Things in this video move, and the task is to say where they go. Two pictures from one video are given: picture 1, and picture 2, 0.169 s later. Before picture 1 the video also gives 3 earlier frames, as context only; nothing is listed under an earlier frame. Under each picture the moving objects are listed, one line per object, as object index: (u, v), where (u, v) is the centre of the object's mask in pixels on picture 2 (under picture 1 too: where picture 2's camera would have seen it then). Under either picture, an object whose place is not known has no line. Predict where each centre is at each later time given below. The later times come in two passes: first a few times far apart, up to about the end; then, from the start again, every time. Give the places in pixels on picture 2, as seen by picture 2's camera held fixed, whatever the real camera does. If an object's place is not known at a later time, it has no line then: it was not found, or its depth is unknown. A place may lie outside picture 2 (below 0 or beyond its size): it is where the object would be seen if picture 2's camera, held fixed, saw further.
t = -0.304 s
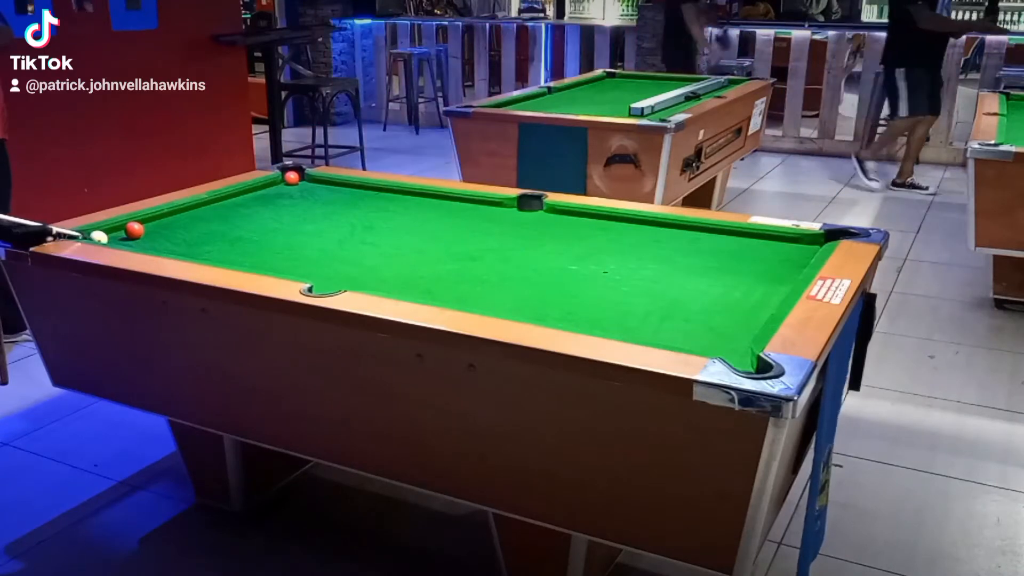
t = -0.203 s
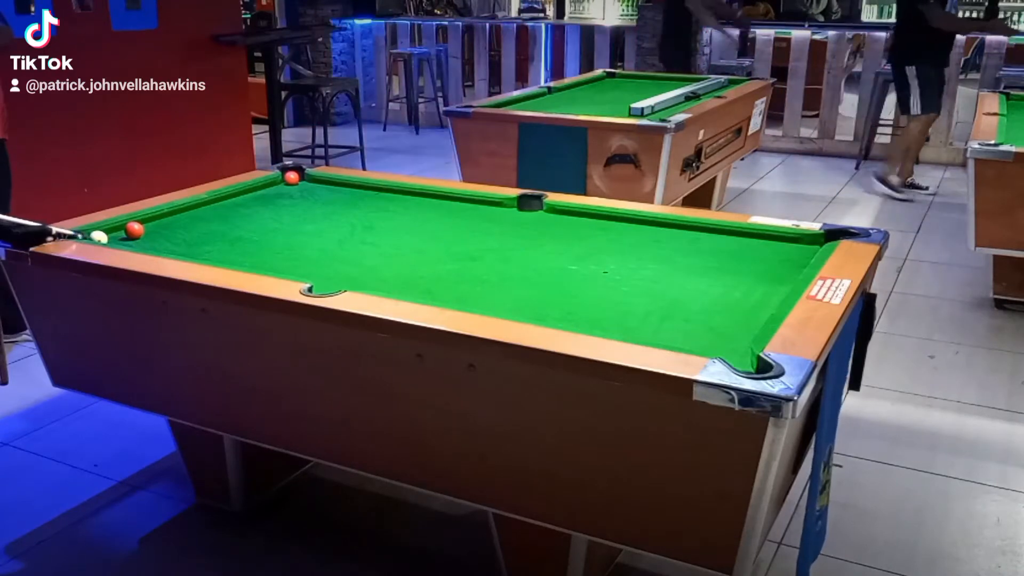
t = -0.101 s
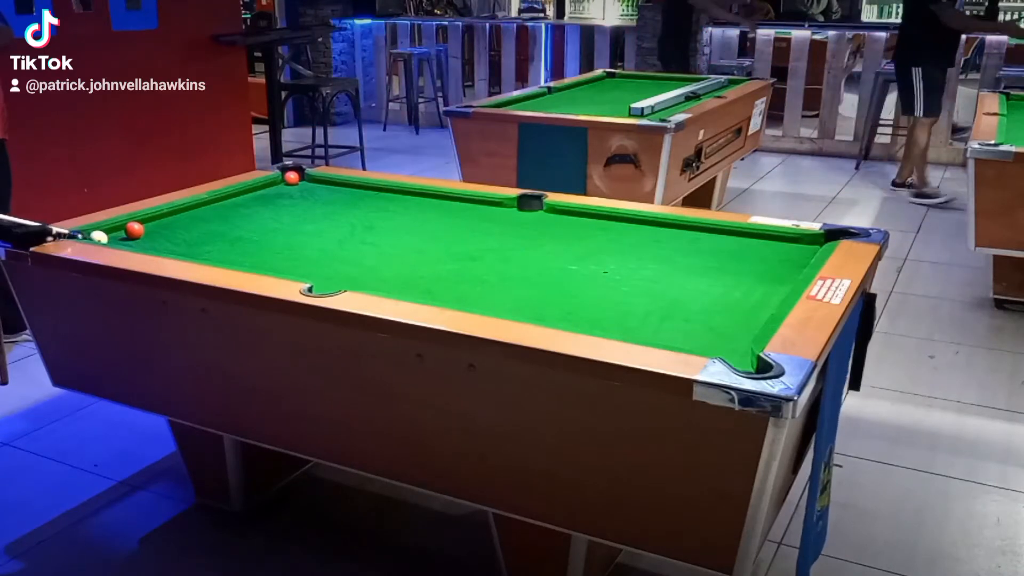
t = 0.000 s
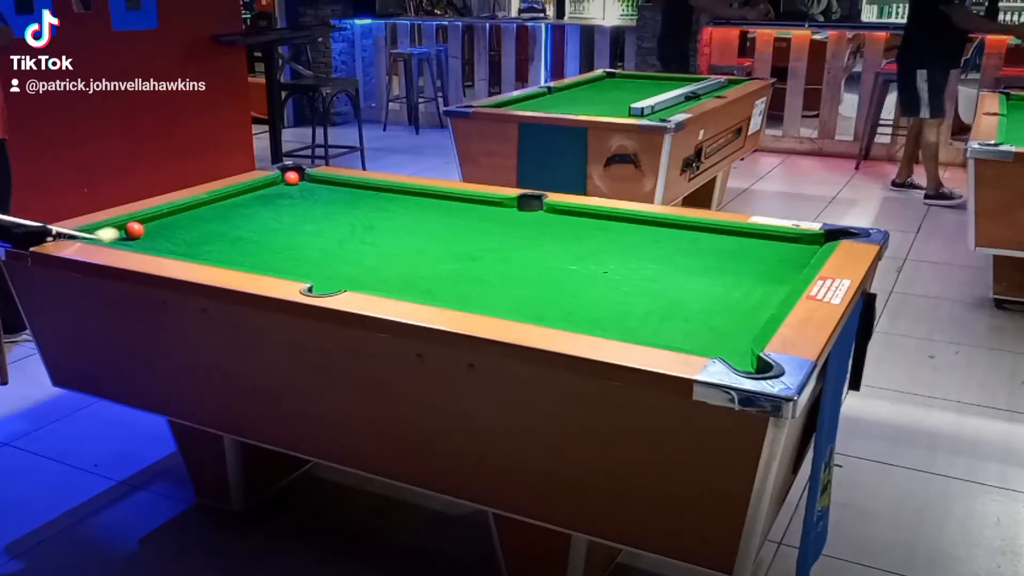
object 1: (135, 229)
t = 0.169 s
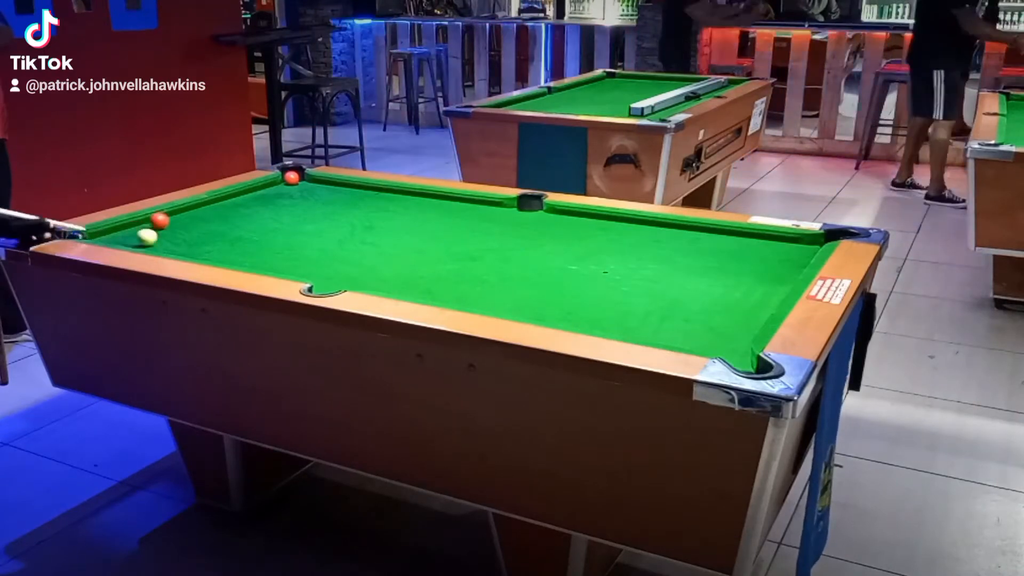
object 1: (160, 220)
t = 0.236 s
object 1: (170, 216)
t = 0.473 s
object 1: (202, 204)
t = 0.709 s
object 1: (230, 194)
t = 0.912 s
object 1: (254, 188)
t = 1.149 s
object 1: (278, 182)
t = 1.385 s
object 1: (294, 180)
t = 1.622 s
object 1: (306, 179)
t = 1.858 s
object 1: (313, 178)
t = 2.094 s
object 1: (314, 179)
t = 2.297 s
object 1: (315, 179)
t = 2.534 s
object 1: (315, 179)
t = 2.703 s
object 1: (315, 179)
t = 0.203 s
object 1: (165, 218)
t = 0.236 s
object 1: (170, 216)
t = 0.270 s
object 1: (175, 214)
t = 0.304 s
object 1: (179, 213)
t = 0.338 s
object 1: (184, 211)
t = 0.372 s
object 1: (189, 209)
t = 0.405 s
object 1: (193, 207)
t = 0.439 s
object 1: (198, 206)
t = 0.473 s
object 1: (202, 204)
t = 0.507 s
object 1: (206, 203)
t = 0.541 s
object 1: (210, 201)
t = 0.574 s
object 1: (214, 200)
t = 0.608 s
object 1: (218, 198)
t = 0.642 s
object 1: (222, 197)
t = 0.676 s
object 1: (226, 196)
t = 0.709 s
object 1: (230, 194)
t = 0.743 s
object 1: (234, 193)
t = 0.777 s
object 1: (238, 192)
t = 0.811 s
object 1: (242, 191)
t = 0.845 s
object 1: (246, 190)
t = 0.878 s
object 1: (250, 189)
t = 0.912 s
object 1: (254, 188)
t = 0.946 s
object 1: (257, 187)
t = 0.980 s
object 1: (261, 186)
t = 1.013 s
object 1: (265, 186)
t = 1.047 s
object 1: (268, 185)
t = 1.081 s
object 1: (272, 184)
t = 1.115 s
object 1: (275, 183)
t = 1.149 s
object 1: (278, 182)
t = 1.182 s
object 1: (281, 182)
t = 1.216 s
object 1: (284, 182)
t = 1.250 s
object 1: (287, 182)
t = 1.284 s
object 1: (288, 181)
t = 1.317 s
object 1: (291, 181)
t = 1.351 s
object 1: (293, 181)
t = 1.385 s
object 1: (294, 180)
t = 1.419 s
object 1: (296, 181)
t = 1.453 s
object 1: (298, 180)
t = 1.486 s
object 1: (299, 180)
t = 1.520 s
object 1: (301, 180)
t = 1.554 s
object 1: (302, 180)
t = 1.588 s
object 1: (304, 180)
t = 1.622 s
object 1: (306, 179)
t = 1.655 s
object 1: (307, 179)
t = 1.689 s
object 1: (308, 179)
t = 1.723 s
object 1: (309, 179)
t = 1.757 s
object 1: (311, 179)
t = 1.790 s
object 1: (312, 179)
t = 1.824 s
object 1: (313, 178)
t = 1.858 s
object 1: (313, 178)
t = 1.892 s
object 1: (314, 178)
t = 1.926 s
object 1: (314, 178)
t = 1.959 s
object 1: (314, 178)
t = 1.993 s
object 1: (314, 178)
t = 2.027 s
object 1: (314, 178)
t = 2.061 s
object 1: (314, 179)
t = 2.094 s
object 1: (314, 179)
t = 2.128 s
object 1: (314, 179)
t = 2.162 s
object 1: (314, 179)
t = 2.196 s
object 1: (314, 179)
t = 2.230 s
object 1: (314, 179)
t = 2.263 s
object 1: (315, 179)
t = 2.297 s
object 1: (315, 179)
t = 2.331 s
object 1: (315, 179)
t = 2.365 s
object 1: (314, 179)
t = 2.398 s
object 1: (315, 179)
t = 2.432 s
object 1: (314, 179)
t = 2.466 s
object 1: (315, 179)
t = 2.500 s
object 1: (315, 179)
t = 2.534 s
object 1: (315, 179)
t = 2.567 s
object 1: (314, 179)
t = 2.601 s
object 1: (314, 179)
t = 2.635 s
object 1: (314, 179)
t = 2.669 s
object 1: (314, 179)
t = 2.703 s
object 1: (315, 179)
